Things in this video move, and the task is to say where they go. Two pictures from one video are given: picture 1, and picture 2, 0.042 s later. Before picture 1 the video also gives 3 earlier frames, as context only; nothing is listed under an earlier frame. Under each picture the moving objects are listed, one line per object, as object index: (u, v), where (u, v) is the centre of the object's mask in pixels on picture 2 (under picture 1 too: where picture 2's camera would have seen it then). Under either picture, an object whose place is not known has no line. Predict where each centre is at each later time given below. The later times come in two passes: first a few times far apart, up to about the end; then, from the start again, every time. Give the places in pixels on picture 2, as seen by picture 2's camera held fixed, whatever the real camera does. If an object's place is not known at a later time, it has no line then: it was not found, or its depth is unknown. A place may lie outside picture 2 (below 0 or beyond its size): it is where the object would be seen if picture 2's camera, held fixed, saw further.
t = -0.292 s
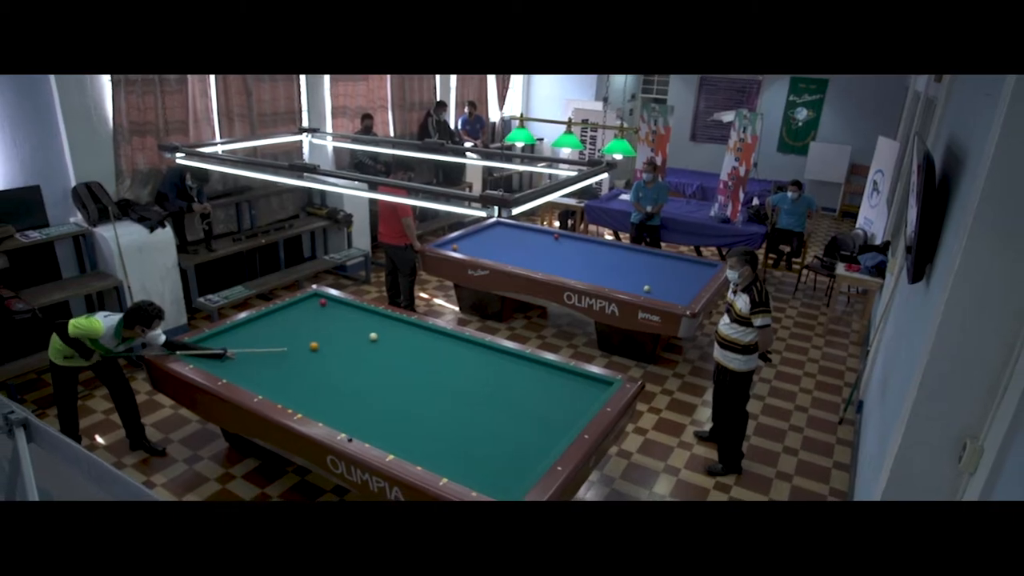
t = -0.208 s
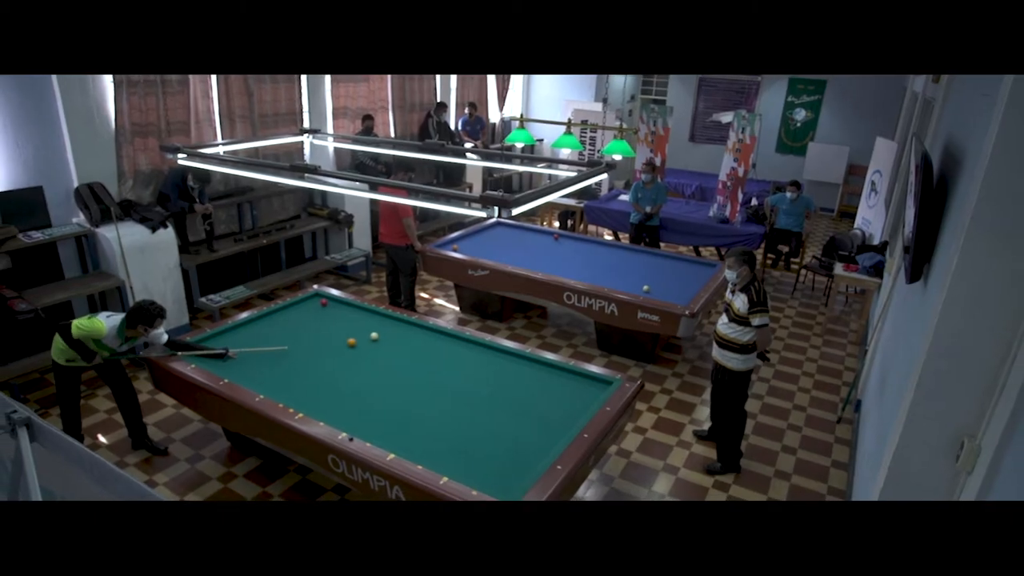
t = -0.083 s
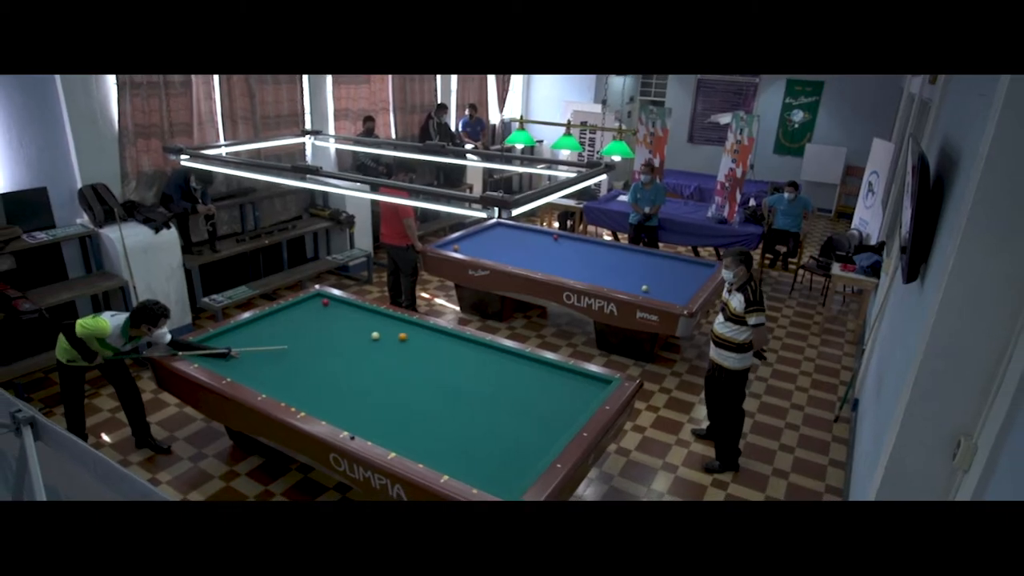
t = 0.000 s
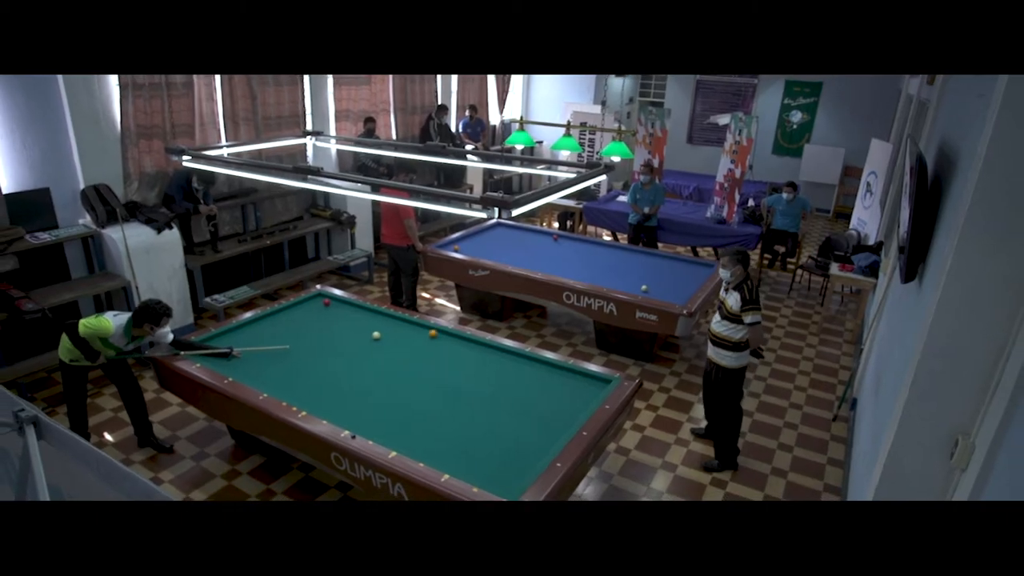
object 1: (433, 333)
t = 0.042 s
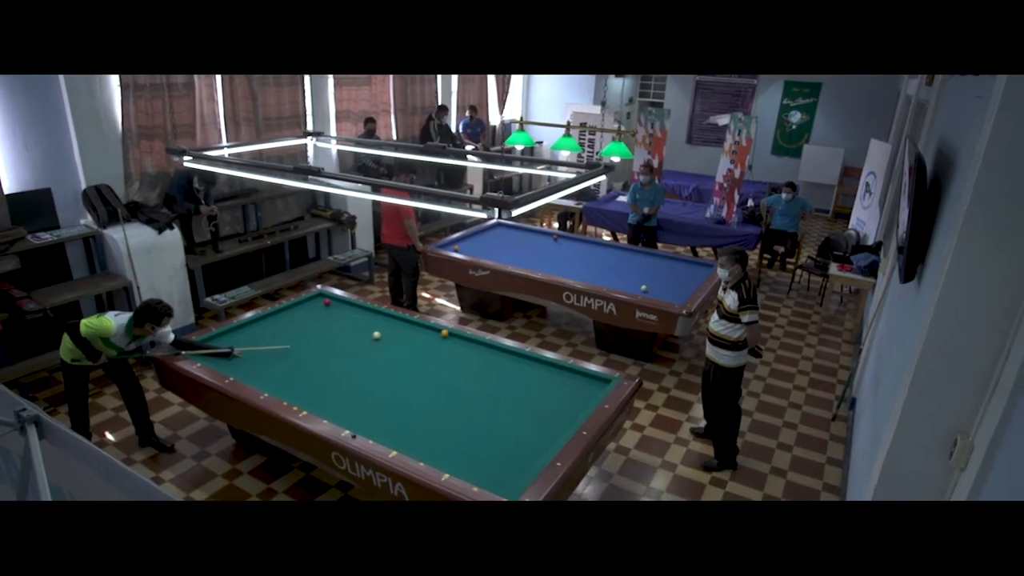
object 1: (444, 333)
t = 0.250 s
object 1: (456, 359)
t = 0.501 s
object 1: (480, 391)
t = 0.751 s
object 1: (509, 429)
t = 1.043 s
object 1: (505, 469)
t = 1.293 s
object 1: (463, 460)
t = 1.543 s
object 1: (447, 432)
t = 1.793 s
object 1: (433, 407)
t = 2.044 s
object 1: (421, 386)
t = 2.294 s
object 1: (411, 367)
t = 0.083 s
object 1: (446, 338)
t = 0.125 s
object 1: (448, 343)
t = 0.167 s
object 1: (450, 348)
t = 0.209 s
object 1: (453, 354)
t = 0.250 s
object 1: (456, 359)
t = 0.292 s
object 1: (459, 364)
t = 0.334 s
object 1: (464, 369)
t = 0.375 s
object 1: (467, 374)
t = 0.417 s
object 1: (472, 380)
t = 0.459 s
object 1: (476, 385)
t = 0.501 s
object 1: (480, 391)
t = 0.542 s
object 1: (485, 397)
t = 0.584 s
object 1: (489, 403)
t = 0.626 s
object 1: (494, 408)
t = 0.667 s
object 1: (499, 415)
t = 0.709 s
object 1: (504, 422)
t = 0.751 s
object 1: (509, 429)
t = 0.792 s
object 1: (515, 436)
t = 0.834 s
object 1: (521, 444)
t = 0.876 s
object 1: (526, 451)
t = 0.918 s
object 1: (533, 459)
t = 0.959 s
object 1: (530, 465)
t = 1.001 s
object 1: (517, 466)
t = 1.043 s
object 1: (505, 469)
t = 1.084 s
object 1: (494, 471)
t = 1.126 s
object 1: (483, 474)
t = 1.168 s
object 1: (472, 475)
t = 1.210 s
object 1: (468, 472)
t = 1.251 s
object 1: (465, 466)
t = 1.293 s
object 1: (463, 460)
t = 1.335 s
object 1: (460, 455)
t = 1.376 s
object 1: (458, 450)
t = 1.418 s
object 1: (454, 445)
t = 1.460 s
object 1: (452, 441)
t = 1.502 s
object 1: (449, 436)
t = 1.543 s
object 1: (447, 432)
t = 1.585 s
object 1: (444, 427)
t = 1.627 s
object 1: (442, 423)
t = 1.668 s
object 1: (440, 419)
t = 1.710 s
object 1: (438, 415)
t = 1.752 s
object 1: (435, 411)
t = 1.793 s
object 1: (433, 407)
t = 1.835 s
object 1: (431, 404)
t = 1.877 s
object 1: (429, 400)
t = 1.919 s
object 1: (427, 396)
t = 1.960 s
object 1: (425, 393)
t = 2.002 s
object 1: (423, 389)
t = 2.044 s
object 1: (421, 386)
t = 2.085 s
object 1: (419, 383)
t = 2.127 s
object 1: (418, 379)
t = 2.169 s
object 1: (416, 376)
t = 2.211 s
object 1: (414, 373)
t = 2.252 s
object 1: (413, 370)
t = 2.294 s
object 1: (411, 367)
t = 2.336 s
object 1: (410, 364)
